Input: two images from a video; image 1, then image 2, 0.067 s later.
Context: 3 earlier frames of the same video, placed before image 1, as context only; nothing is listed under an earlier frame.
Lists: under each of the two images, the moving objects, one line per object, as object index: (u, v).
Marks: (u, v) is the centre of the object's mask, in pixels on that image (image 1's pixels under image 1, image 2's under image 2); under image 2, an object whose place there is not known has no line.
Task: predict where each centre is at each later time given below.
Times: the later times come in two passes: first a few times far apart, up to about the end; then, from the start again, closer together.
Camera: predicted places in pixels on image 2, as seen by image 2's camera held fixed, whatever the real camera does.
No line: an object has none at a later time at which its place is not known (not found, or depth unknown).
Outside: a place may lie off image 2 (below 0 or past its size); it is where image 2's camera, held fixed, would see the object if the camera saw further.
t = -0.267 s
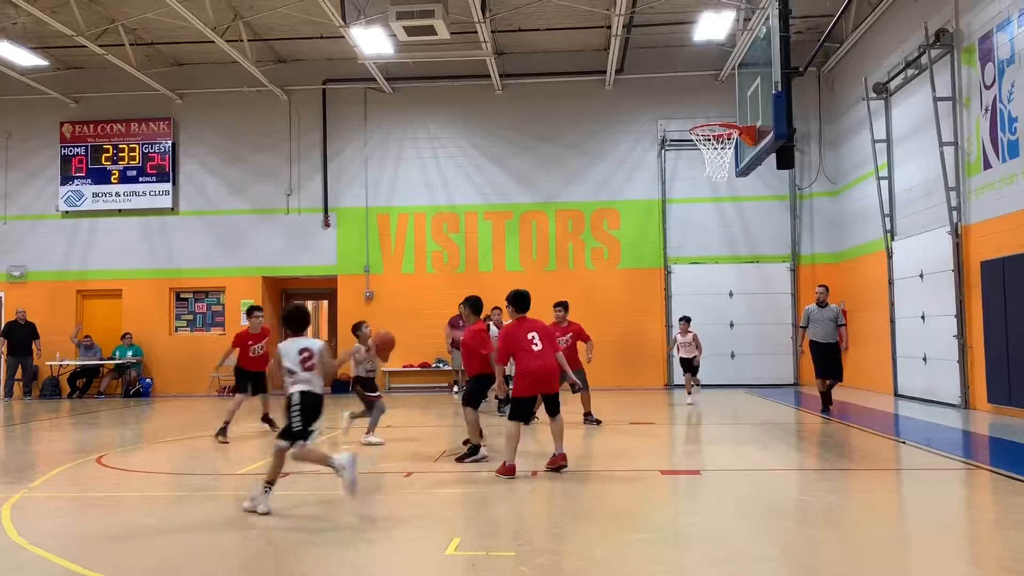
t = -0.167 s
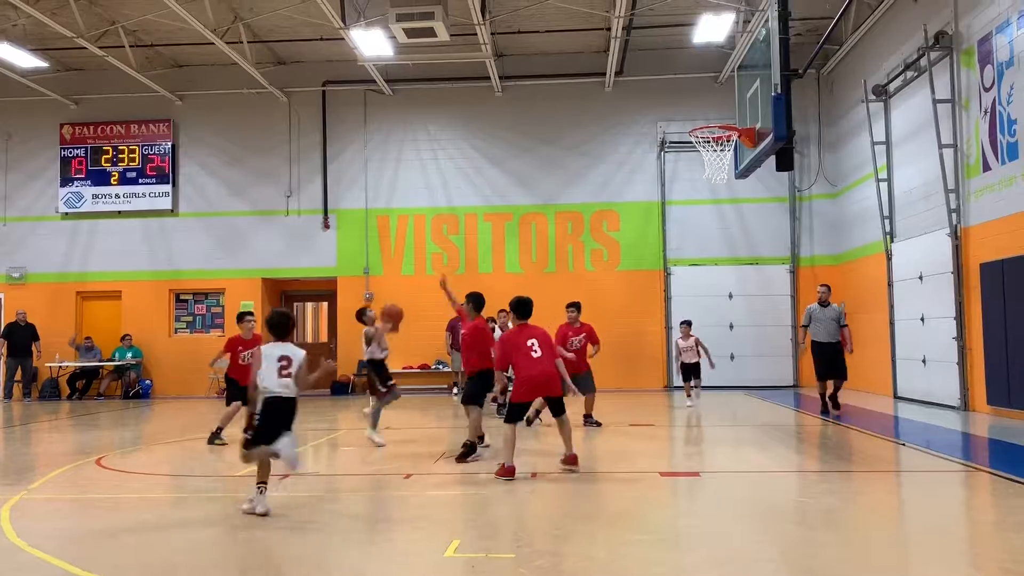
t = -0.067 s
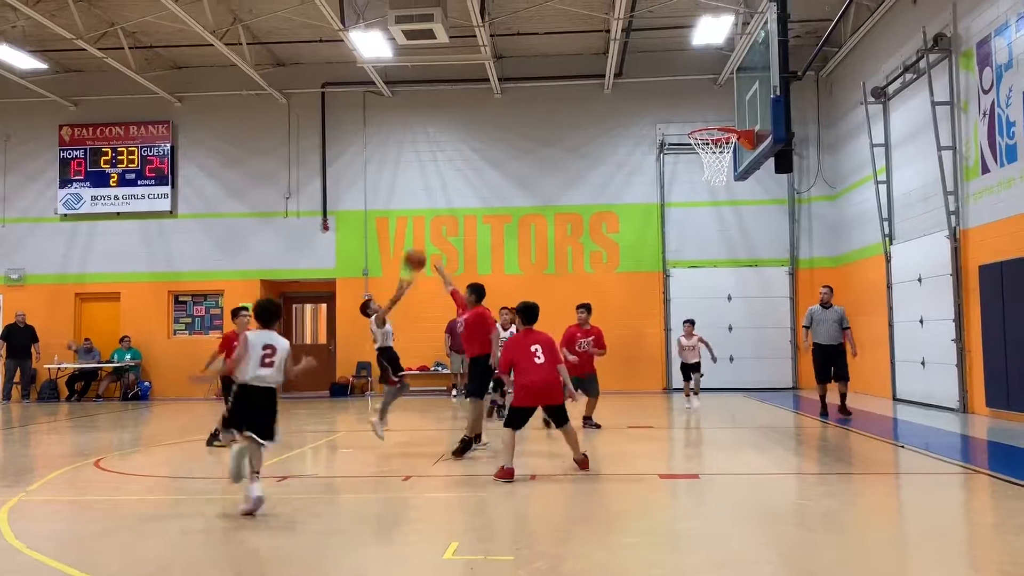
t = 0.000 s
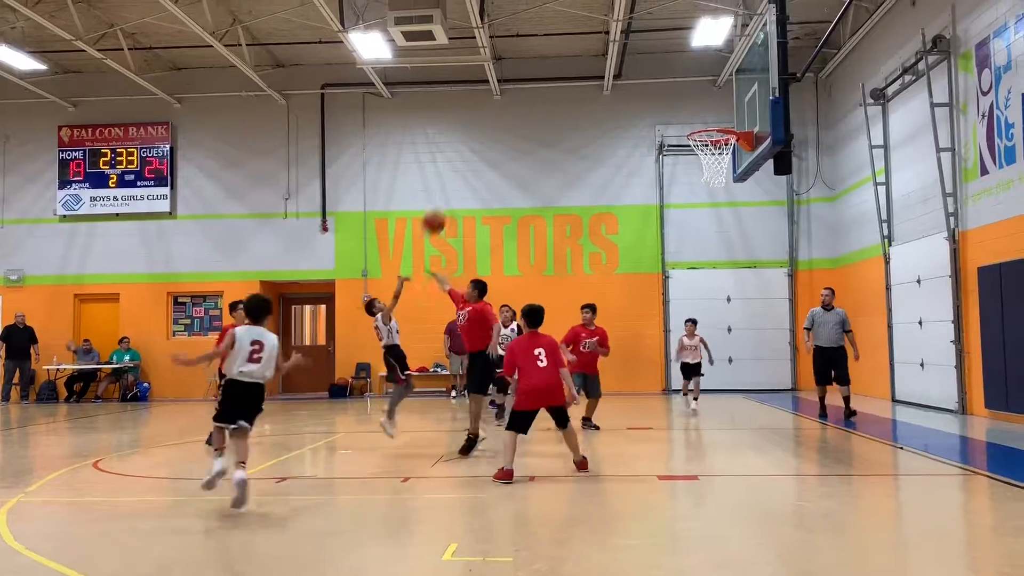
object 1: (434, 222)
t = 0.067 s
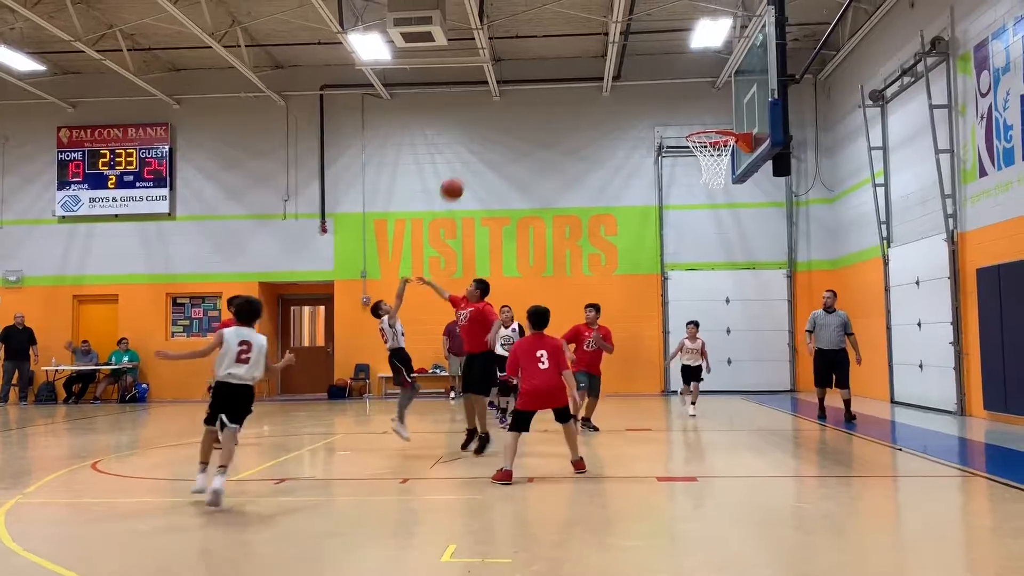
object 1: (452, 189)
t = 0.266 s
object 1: (511, 111)
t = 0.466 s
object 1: (569, 72)
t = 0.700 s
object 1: (638, 73)
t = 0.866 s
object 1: (685, 105)
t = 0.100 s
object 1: (461, 174)
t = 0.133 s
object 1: (471, 159)
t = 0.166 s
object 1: (482, 146)
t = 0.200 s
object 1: (492, 133)
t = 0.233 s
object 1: (501, 121)
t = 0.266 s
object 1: (511, 111)
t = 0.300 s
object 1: (520, 102)
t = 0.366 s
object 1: (539, 87)
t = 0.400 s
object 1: (549, 81)
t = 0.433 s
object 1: (559, 76)
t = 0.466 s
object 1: (569, 72)
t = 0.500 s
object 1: (578, 69)
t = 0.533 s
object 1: (588, 67)
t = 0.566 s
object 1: (597, 67)
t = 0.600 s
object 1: (608, 66)
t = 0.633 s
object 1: (618, 68)
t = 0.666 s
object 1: (627, 70)
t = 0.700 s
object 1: (638, 73)
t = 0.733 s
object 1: (647, 77)
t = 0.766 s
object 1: (657, 82)
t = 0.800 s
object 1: (666, 89)
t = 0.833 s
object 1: (676, 97)
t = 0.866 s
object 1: (685, 105)
